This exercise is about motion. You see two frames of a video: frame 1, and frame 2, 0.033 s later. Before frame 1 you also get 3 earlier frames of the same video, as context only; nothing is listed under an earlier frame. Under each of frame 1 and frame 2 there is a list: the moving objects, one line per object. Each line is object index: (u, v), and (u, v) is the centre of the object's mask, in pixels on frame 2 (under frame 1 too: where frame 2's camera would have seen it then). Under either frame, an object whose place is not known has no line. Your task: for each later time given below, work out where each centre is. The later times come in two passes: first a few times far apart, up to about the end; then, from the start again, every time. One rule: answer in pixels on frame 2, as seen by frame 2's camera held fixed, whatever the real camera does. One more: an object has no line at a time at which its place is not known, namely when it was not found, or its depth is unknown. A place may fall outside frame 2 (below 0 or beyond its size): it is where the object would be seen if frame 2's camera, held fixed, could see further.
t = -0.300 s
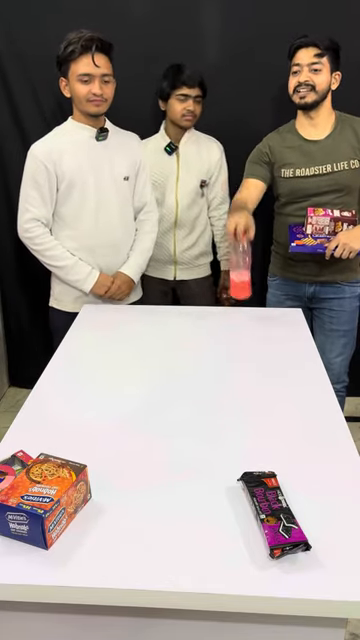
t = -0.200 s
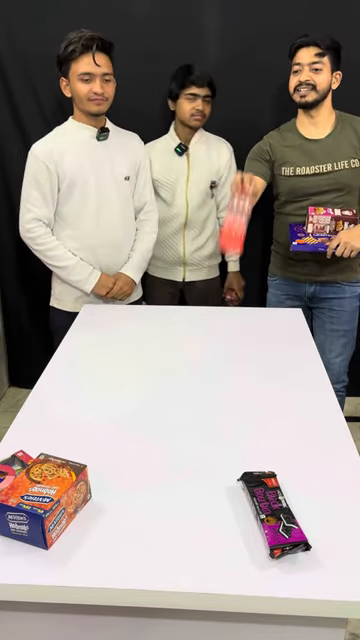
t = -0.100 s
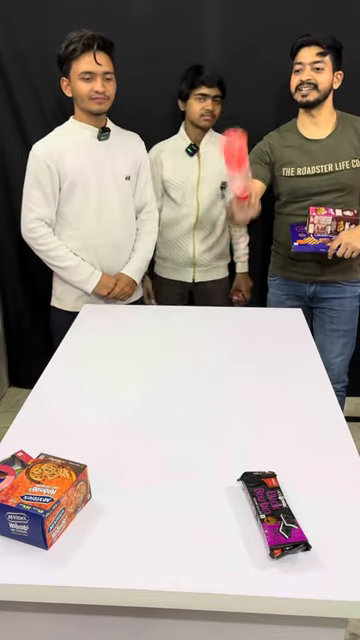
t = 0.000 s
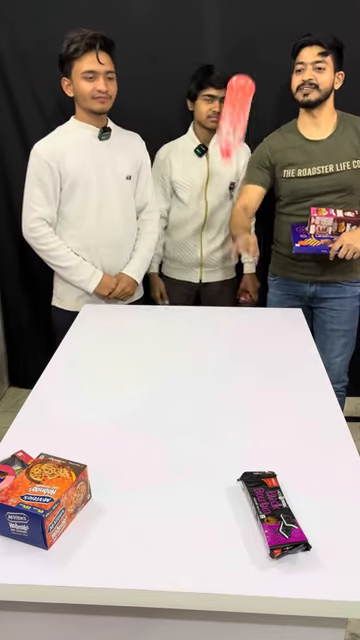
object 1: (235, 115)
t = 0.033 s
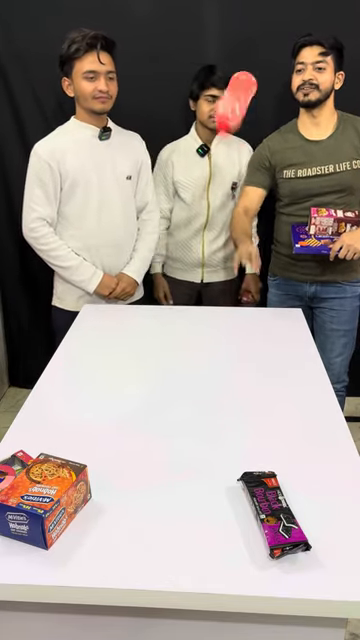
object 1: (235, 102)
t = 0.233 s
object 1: (234, 137)
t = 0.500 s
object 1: (223, 360)
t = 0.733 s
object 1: (222, 362)
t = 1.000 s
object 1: (216, 361)
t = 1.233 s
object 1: (208, 360)
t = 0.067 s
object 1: (235, 93)
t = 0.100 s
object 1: (236, 92)
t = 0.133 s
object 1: (236, 96)
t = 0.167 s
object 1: (235, 104)
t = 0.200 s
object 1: (235, 117)
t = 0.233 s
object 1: (234, 137)
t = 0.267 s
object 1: (233, 162)
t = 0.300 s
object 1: (232, 190)
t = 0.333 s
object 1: (230, 225)
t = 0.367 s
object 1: (229, 261)
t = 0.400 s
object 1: (227, 300)
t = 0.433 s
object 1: (225, 337)
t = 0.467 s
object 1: (225, 347)
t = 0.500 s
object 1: (223, 360)
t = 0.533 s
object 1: (224, 361)
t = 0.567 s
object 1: (225, 362)
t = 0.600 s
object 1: (224, 362)
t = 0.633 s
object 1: (224, 362)
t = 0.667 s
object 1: (223, 362)
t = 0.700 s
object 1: (223, 362)
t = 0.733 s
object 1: (222, 362)
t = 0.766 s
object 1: (222, 362)
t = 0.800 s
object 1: (221, 362)
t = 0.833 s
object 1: (221, 362)
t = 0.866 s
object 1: (220, 362)
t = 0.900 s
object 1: (219, 362)
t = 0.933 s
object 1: (218, 361)
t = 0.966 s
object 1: (217, 361)
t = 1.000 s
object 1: (216, 361)
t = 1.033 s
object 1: (215, 361)
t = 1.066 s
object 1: (214, 361)
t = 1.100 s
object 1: (213, 360)
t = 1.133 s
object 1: (211, 360)
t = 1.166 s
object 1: (210, 360)
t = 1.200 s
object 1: (208, 360)
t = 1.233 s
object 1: (208, 360)
